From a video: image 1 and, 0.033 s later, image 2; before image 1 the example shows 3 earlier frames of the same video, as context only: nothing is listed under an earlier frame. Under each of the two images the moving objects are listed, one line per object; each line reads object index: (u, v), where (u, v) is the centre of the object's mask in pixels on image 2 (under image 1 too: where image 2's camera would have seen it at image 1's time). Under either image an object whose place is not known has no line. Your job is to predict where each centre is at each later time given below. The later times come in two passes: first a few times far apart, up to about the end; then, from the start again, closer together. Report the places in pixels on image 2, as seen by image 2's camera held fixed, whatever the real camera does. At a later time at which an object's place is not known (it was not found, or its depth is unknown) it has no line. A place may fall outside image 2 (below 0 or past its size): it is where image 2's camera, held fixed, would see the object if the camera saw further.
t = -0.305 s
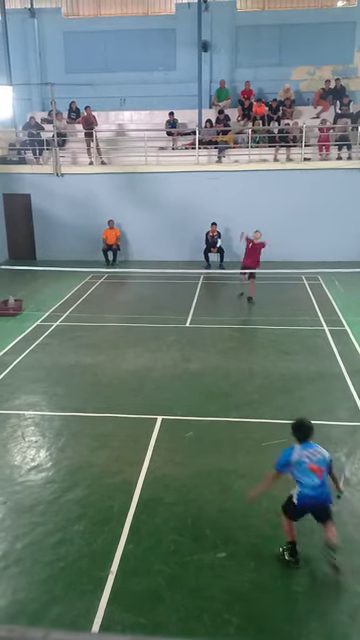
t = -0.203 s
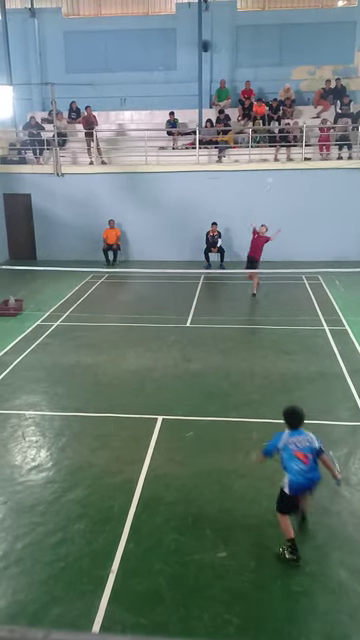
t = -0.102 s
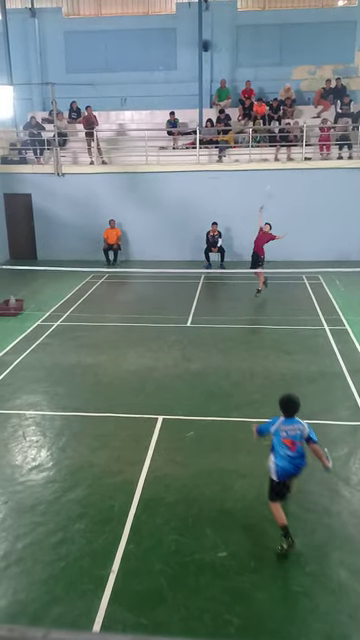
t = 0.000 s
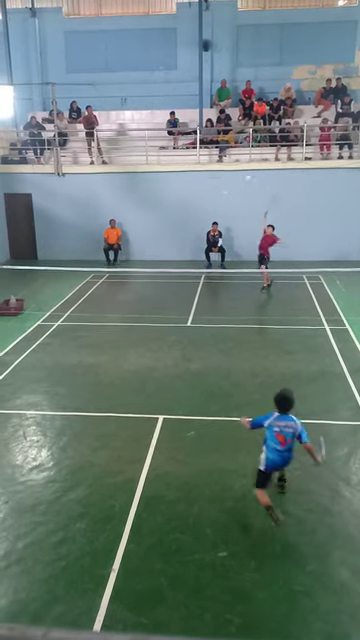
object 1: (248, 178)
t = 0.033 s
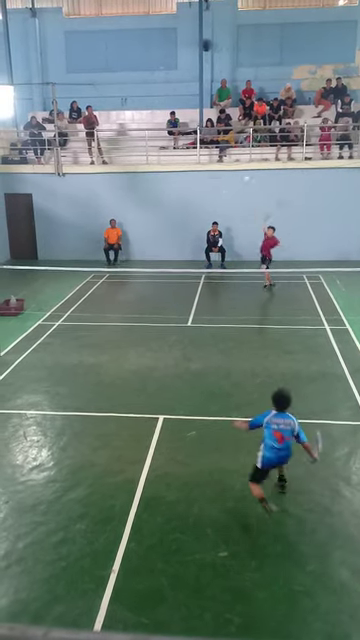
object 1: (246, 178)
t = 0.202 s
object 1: (229, 188)
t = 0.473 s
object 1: (203, 236)
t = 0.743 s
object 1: (182, 324)
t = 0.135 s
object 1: (235, 182)
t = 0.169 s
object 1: (232, 184)
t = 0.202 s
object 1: (229, 188)
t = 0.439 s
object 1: (206, 228)
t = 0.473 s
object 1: (203, 236)
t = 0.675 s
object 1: (186, 299)
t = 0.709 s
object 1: (184, 312)
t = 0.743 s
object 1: (182, 324)
